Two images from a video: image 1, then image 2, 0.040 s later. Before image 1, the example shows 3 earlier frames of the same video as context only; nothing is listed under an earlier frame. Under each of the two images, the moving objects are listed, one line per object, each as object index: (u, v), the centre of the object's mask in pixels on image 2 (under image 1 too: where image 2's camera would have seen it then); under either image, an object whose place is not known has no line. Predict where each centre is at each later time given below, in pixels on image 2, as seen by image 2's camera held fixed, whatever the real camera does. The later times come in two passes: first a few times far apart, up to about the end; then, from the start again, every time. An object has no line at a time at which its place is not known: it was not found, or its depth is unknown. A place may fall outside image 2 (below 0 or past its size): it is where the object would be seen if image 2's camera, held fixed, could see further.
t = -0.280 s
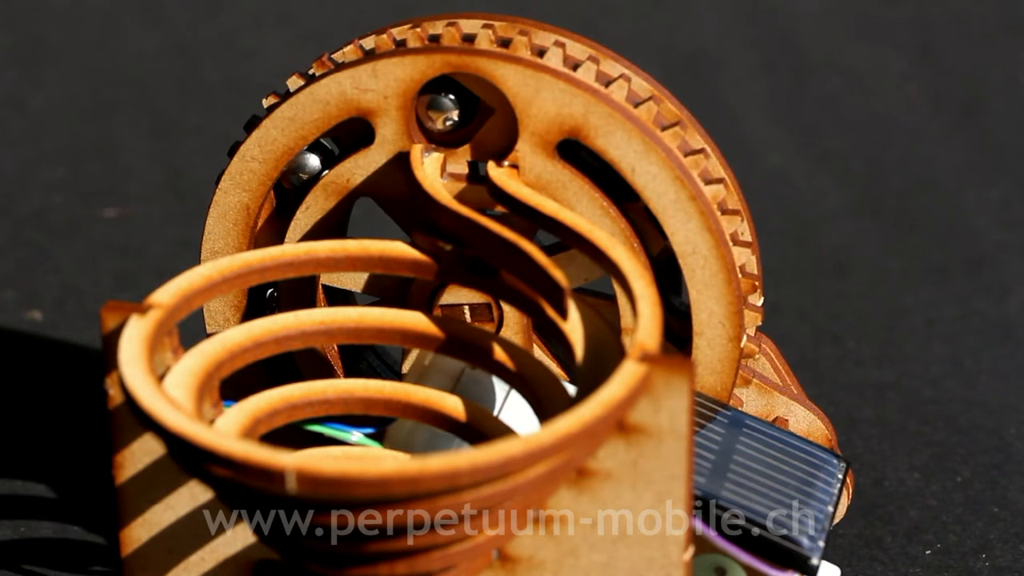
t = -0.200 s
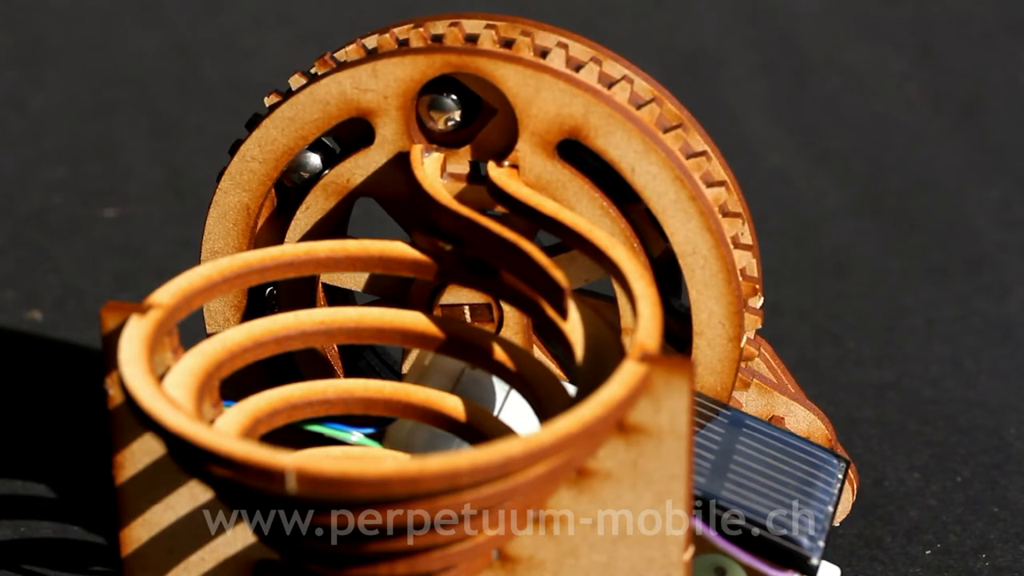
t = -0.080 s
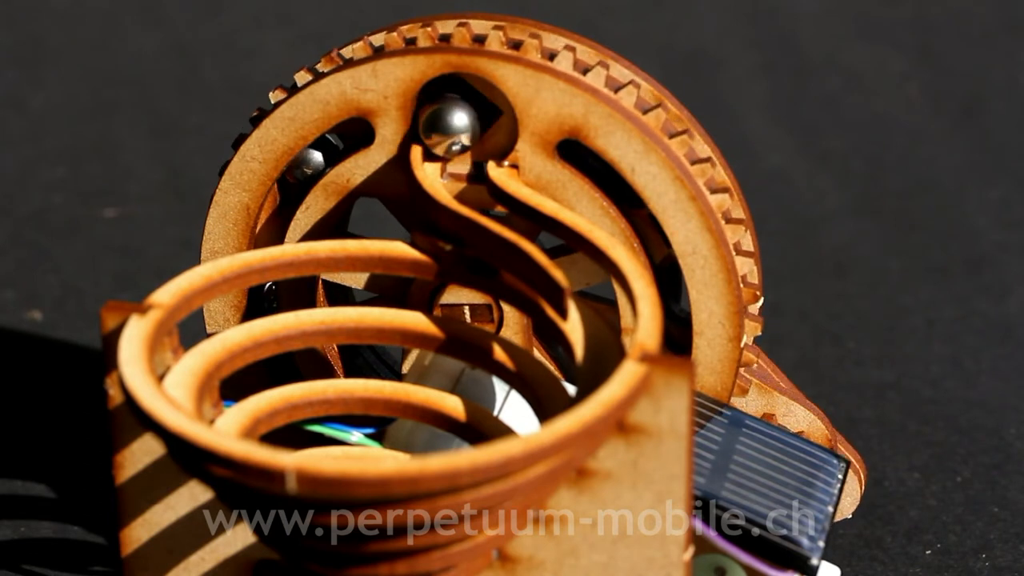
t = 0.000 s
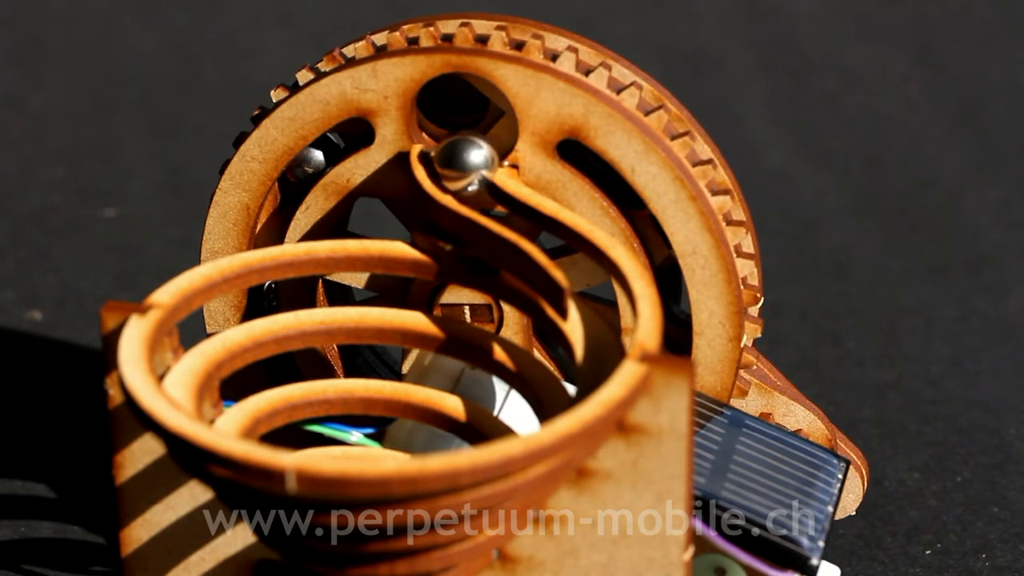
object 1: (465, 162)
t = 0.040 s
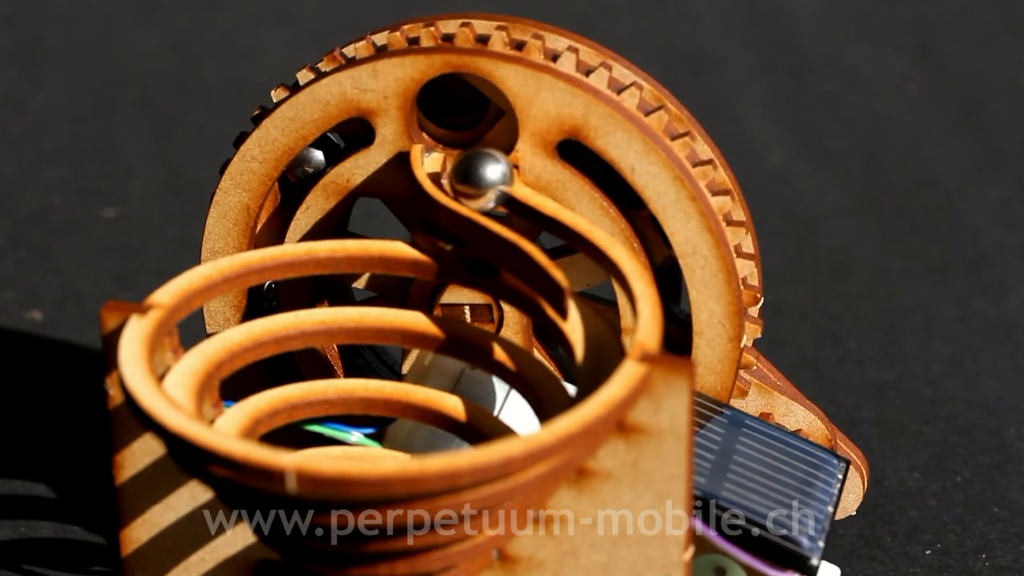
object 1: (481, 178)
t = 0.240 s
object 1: (598, 265)
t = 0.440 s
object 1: (514, 414)
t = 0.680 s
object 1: (213, 399)
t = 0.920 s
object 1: (404, 360)
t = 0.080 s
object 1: (505, 190)
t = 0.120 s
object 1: (532, 204)
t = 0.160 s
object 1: (559, 224)
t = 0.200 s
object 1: (584, 250)
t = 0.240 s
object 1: (598, 265)
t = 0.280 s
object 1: (603, 290)
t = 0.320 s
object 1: (594, 345)
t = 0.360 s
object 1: (578, 368)
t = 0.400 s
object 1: (550, 392)
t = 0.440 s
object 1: (514, 414)
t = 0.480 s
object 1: (465, 430)
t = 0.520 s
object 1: (403, 438)
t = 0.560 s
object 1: (343, 438)
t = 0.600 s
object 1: (290, 430)
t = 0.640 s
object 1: (246, 416)
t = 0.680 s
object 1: (213, 399)
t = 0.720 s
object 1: (194, 375)
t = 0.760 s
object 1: (189, 357)
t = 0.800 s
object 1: (210, 337)
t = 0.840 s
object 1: (258, 319)
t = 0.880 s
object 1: (324, 326)
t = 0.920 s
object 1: (404, 360)
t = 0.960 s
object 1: (465, 392)
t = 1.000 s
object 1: (498, 418)
